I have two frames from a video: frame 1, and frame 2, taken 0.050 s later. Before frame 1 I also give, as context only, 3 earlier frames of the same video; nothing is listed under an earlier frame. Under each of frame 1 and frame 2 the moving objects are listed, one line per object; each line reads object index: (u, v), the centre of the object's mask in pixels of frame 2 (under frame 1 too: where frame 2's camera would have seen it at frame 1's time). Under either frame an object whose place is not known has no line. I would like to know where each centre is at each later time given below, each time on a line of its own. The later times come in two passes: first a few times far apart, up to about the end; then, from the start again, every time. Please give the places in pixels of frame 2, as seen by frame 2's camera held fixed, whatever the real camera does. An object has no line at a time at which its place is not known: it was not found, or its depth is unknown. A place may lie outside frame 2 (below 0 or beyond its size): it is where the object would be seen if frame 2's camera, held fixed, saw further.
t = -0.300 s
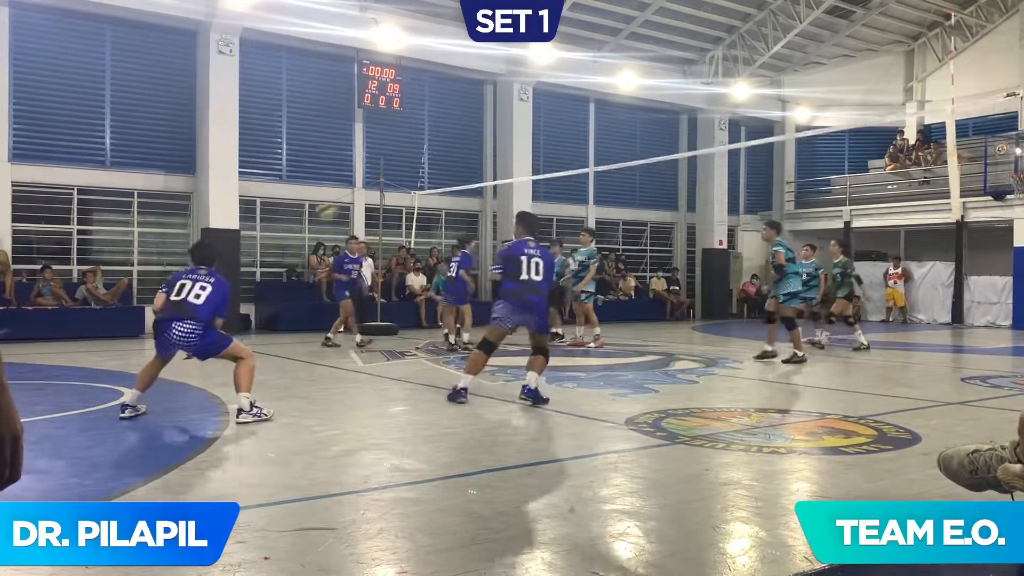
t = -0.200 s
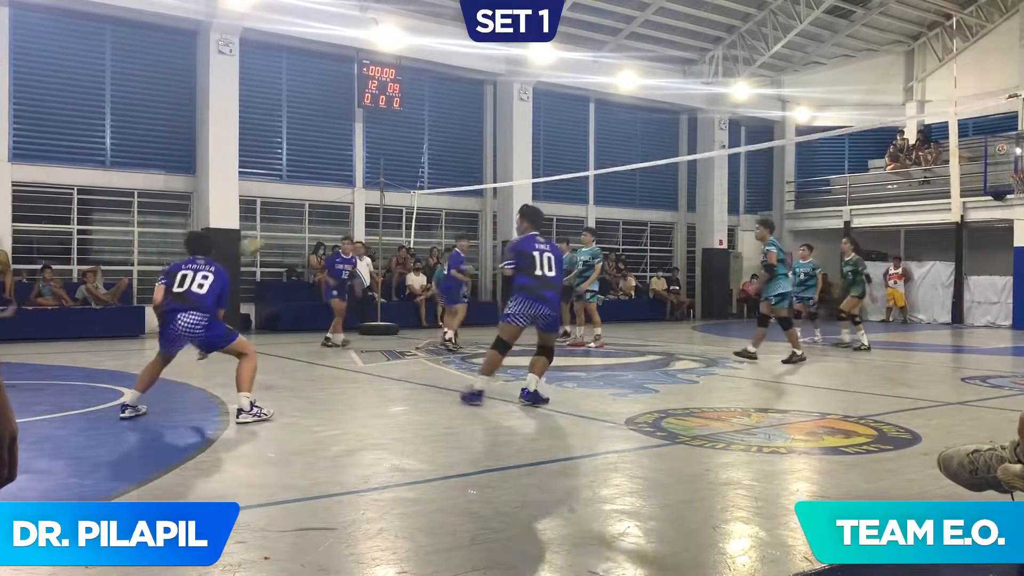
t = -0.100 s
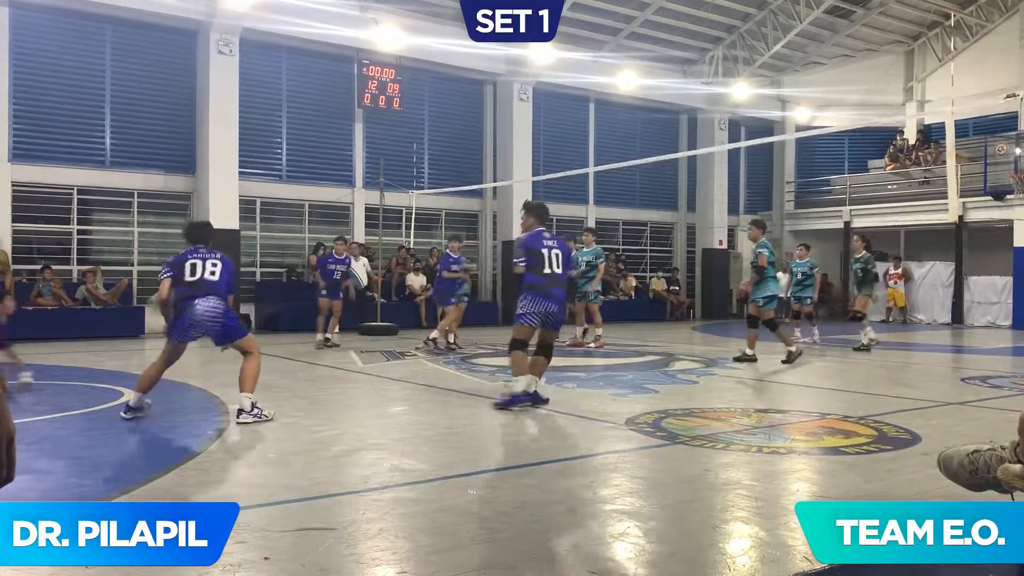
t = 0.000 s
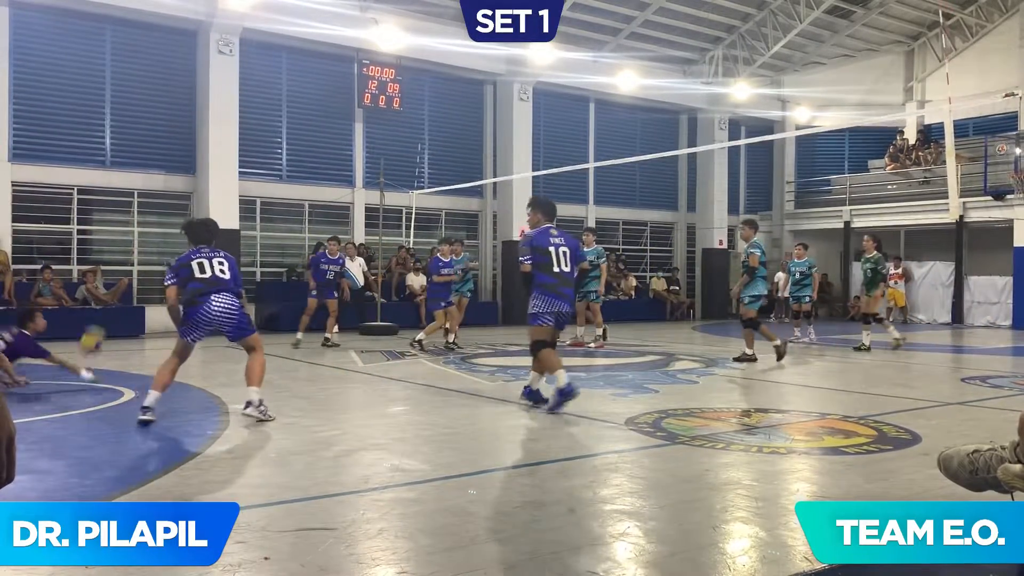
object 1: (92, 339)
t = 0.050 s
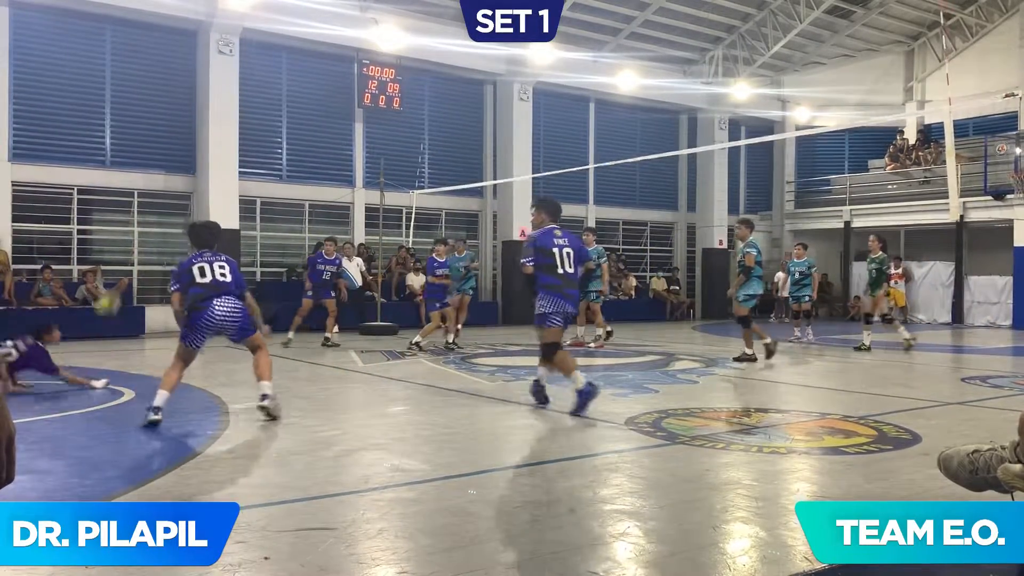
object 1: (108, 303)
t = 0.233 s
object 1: (153, 197)
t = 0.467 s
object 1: (200, 125)
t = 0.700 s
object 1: (240, 107)
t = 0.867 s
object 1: (263, 123)
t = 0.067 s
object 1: (113, 290)
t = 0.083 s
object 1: (115, 282)
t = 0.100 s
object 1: (121, 265)
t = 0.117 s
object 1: (123, 261)
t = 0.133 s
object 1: (128, 248)
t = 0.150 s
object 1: (132, 241)
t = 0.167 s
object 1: (139, 231)
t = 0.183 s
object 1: (143, 222)
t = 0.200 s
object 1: (146, 212)
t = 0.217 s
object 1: (149, 205)
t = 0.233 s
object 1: (153, 197)
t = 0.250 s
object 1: (155, 191)
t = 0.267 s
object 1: (160, 184)
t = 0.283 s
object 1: (162, 176)
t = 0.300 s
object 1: (168, 170)
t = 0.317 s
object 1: (172, 164)
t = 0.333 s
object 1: (176, 159)
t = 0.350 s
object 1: (179, 153)
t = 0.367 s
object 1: (182, 148)
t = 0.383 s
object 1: (185, 144)
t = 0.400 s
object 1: (188, 139)
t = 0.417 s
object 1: (189, 135)
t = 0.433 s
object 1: (195, 132)
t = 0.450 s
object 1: (196, 127)
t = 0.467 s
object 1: (200, 125)
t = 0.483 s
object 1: (202, 122)
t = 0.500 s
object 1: (206, 120)
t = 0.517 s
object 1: (209, 117)
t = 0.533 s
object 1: (212, 115)
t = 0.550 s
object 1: (214, 114)
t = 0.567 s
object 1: (218, 112)
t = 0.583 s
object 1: (220, 111)
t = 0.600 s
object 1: (223, 109)
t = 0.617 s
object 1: (226, 108)
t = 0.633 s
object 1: (229, 108)
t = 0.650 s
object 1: (232, 107)
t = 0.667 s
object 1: (234, 107)
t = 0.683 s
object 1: (237, 107)
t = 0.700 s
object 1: (240, 107)
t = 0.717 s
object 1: (242, 109)
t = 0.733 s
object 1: (245, 109)
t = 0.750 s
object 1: (247, 109)
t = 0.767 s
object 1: (249, 110)
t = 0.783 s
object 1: (252, 111)
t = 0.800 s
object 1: (255, 112)
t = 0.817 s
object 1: (257, 114)
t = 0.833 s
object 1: (259, 117)
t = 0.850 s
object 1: (261, 120)
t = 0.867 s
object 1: (263, 123)
